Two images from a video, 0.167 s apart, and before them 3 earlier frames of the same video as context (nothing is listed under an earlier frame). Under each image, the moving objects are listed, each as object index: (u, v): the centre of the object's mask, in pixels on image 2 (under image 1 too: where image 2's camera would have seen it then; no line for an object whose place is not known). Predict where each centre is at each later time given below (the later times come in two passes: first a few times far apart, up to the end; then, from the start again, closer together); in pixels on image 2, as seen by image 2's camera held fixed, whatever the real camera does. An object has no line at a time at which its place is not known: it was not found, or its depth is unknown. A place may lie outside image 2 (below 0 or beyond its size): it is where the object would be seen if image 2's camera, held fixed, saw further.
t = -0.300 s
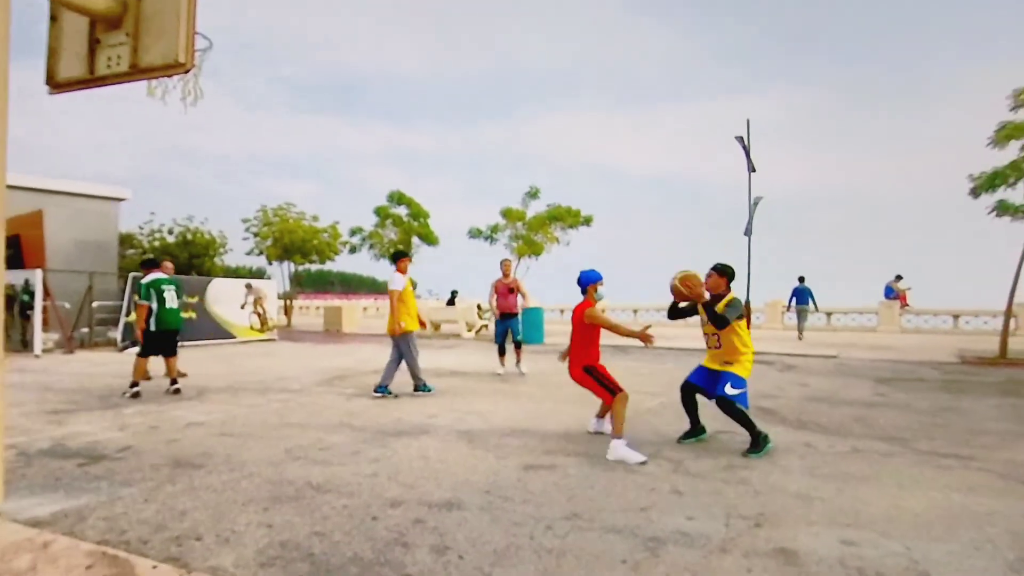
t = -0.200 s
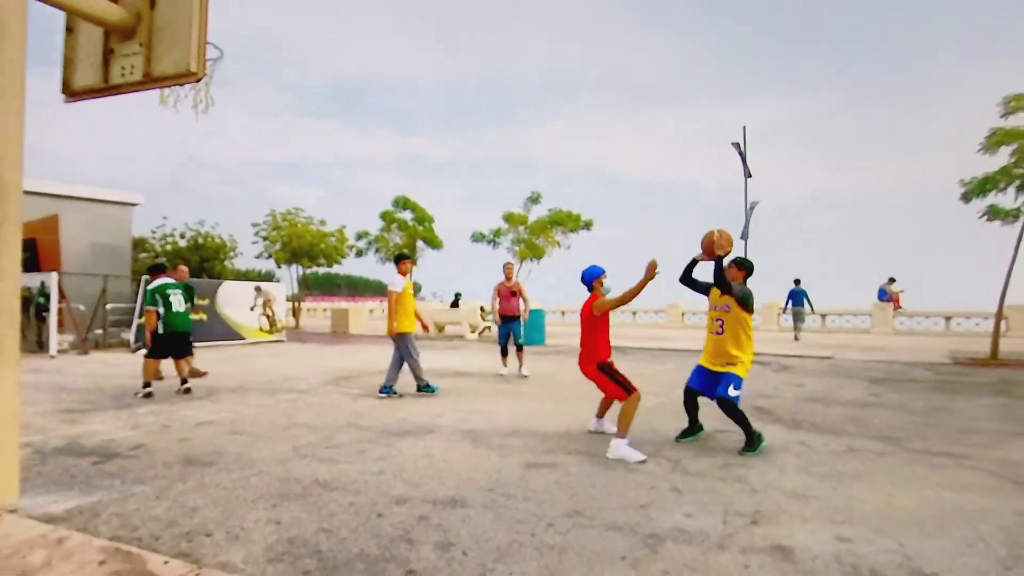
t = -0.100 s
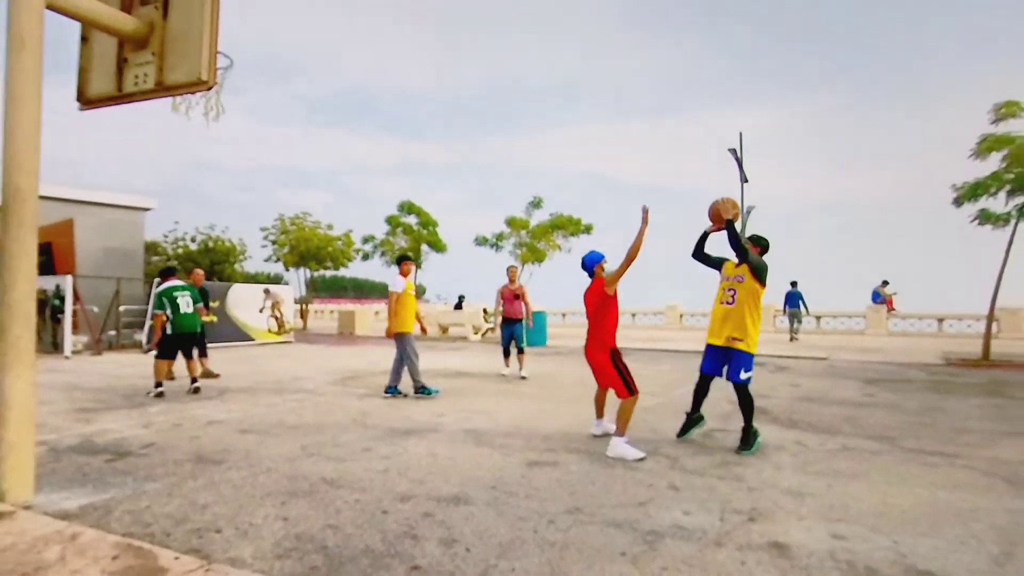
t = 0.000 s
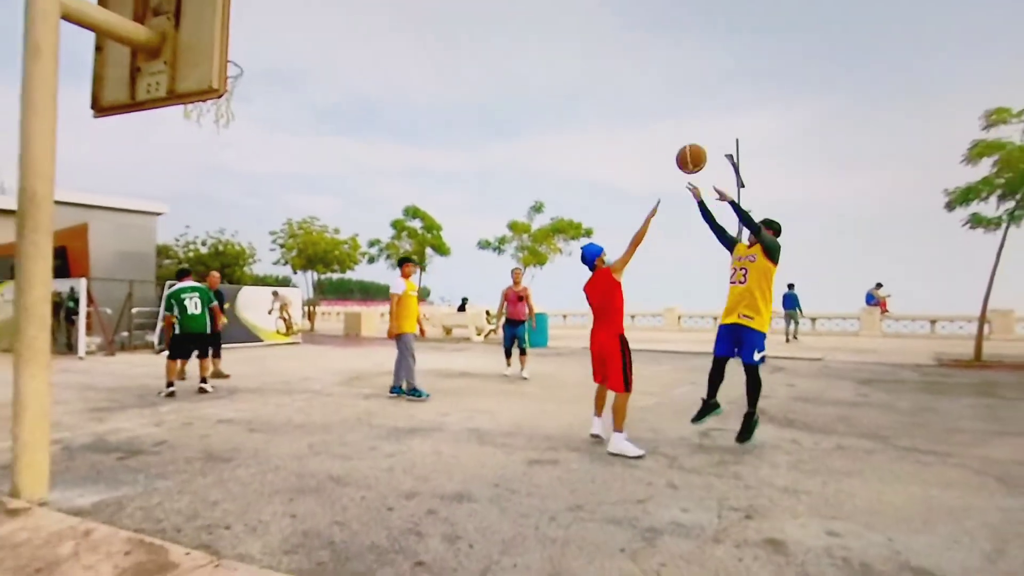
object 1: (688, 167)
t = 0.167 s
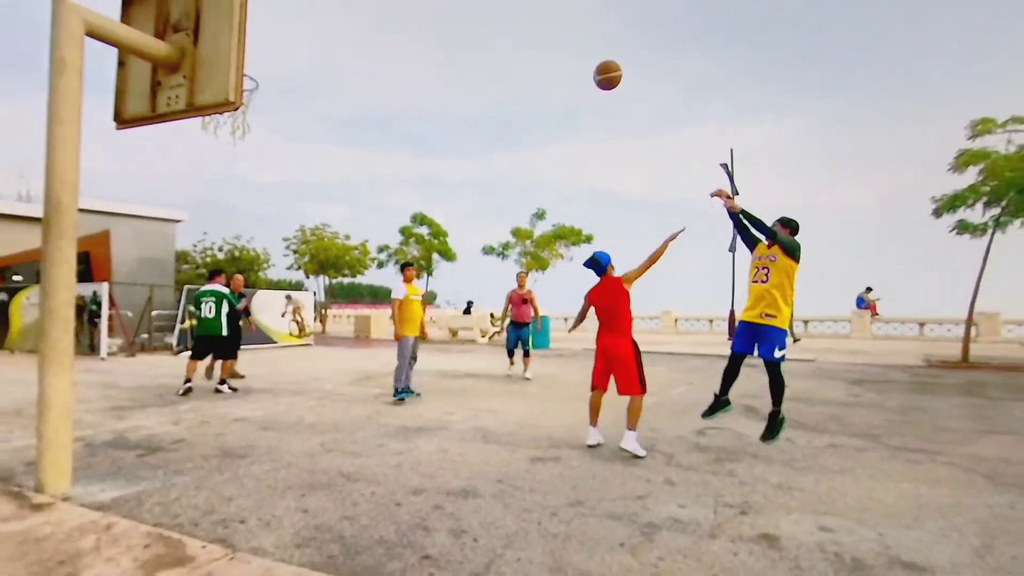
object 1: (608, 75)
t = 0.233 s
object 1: (576, 48)
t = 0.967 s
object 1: (250, 57)
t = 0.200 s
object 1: (592, 61)
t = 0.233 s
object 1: (576, 48)
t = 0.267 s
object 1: (561, 37)
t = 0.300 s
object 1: (546, 27)
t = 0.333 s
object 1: (531, 19)
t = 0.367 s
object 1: (515, 12)
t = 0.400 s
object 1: (500, 6)
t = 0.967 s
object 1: (250, 57)
